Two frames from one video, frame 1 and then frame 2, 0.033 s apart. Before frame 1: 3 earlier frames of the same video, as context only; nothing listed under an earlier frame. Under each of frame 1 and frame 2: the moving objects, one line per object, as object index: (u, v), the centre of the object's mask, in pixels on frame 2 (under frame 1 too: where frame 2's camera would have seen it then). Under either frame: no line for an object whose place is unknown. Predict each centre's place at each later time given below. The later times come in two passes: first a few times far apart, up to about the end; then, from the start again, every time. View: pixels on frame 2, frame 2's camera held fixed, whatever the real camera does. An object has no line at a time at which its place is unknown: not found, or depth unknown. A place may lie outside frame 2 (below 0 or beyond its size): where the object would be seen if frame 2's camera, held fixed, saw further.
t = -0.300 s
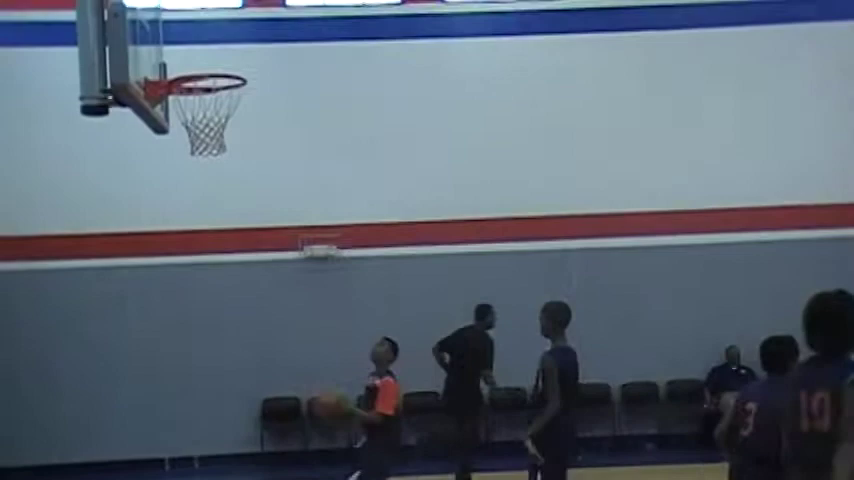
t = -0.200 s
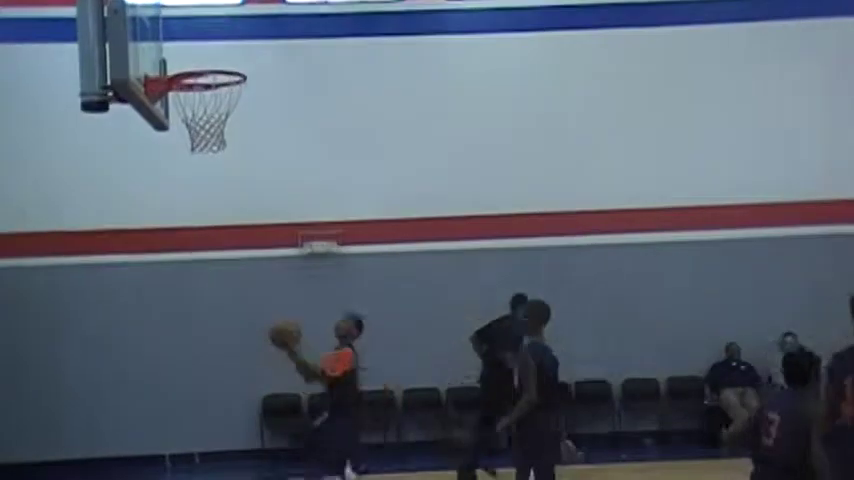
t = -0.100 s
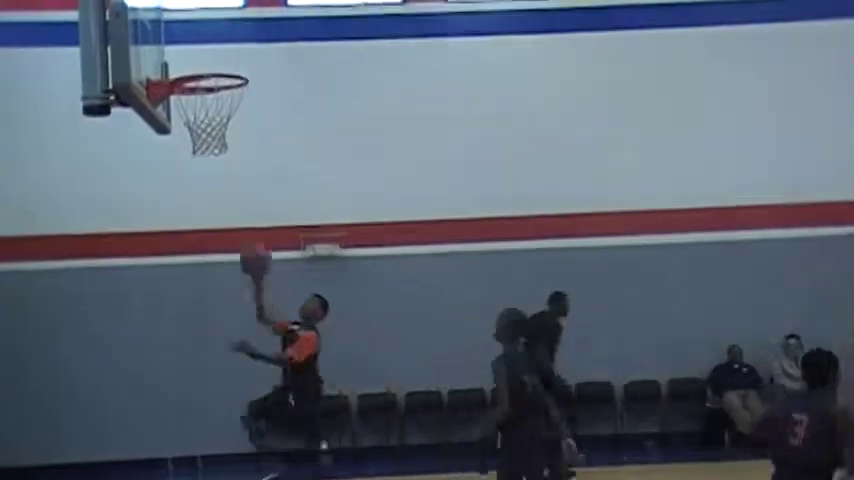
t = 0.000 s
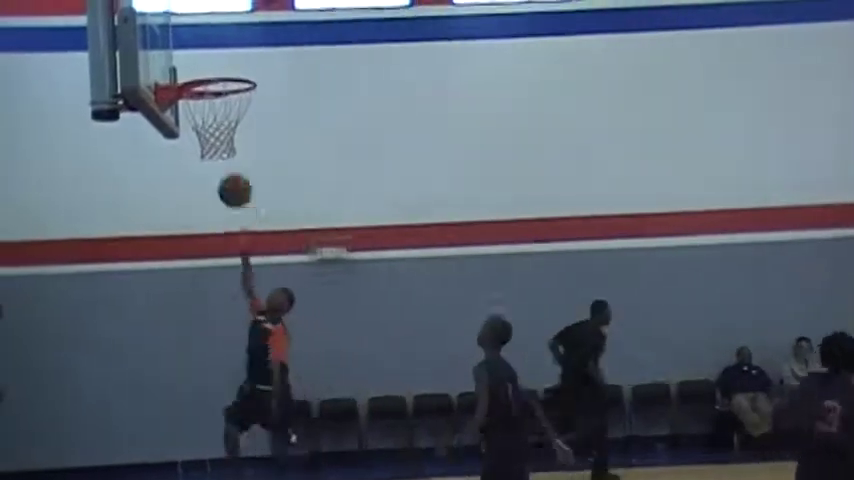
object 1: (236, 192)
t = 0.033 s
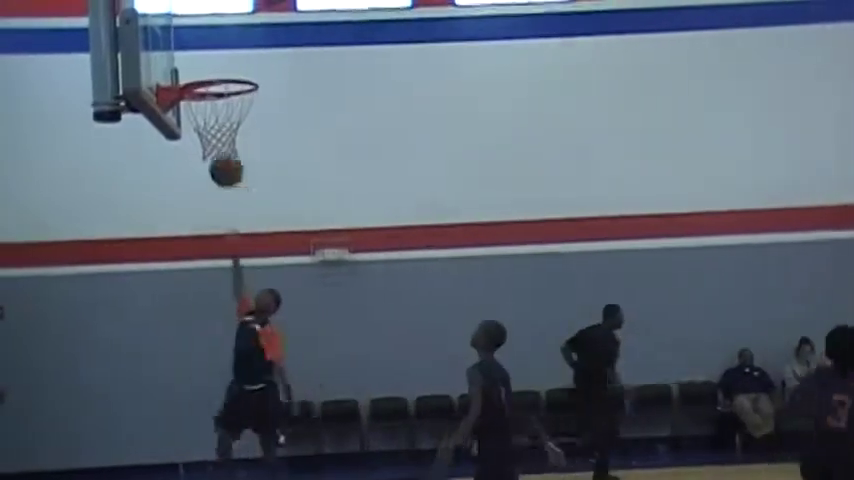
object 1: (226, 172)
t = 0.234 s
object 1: (192, 74)
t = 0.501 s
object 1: (233, 85)
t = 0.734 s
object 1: (200, 129)
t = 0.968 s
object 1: (200, 171)
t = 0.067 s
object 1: (217, 149)
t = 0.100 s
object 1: (205, 131)
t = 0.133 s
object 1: (194, 113)
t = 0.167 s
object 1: (187, 104)
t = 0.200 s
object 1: (188, 77)
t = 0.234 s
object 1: (192, 74)
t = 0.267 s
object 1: (198, 70)
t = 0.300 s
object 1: (205, 68)
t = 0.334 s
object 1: (212, 70)
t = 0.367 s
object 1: (219, 70)
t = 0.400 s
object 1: (226, 72)
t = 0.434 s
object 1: (233, 76)
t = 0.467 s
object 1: (238, 81)
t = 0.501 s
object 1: (233, 85)
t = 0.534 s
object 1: (227, 91)
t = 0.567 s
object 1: (222, 99)
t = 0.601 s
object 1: (217, 107)
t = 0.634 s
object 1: (211, 118)
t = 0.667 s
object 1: (206, 126)
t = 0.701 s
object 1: (202, 128)
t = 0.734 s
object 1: (200, 129)
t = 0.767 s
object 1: (199, 130)
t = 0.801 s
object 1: (199, 133)
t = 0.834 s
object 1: (198, 138)
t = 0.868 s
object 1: (197, 144)
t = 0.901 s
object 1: (198, 151)
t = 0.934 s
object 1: (198, 161)
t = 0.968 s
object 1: (200, 171)
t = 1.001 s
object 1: (200, 184)
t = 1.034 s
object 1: (201, 198)
